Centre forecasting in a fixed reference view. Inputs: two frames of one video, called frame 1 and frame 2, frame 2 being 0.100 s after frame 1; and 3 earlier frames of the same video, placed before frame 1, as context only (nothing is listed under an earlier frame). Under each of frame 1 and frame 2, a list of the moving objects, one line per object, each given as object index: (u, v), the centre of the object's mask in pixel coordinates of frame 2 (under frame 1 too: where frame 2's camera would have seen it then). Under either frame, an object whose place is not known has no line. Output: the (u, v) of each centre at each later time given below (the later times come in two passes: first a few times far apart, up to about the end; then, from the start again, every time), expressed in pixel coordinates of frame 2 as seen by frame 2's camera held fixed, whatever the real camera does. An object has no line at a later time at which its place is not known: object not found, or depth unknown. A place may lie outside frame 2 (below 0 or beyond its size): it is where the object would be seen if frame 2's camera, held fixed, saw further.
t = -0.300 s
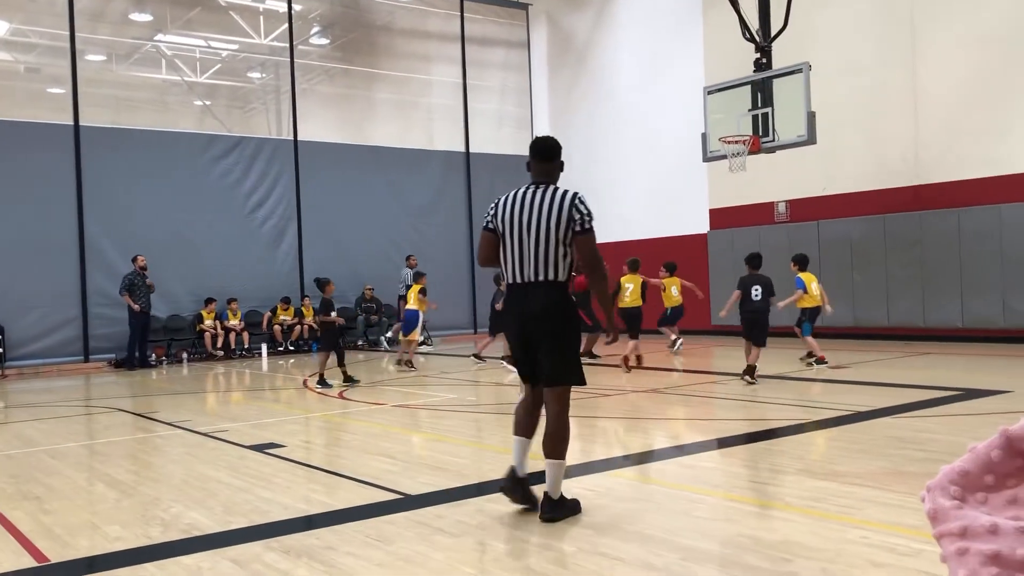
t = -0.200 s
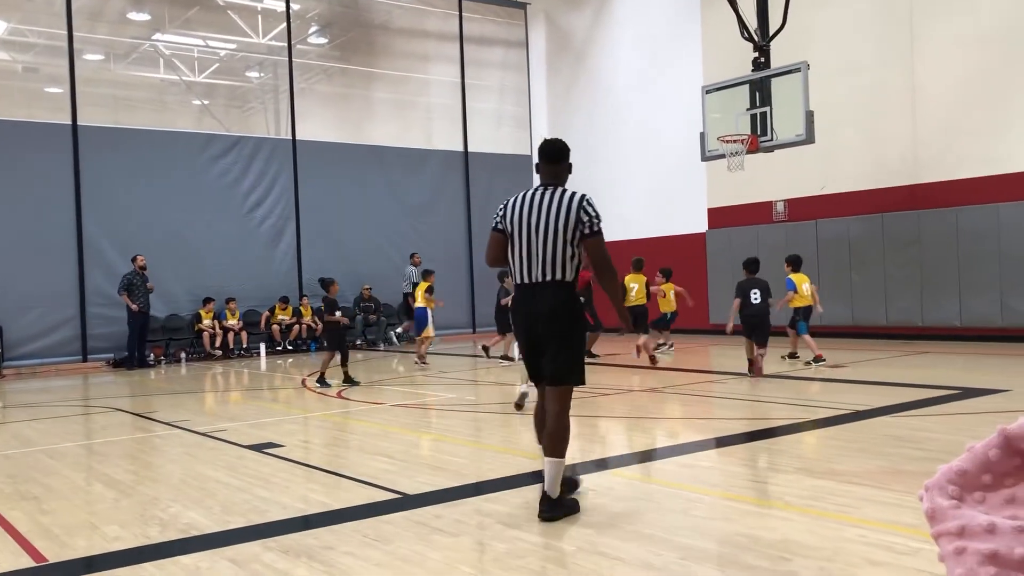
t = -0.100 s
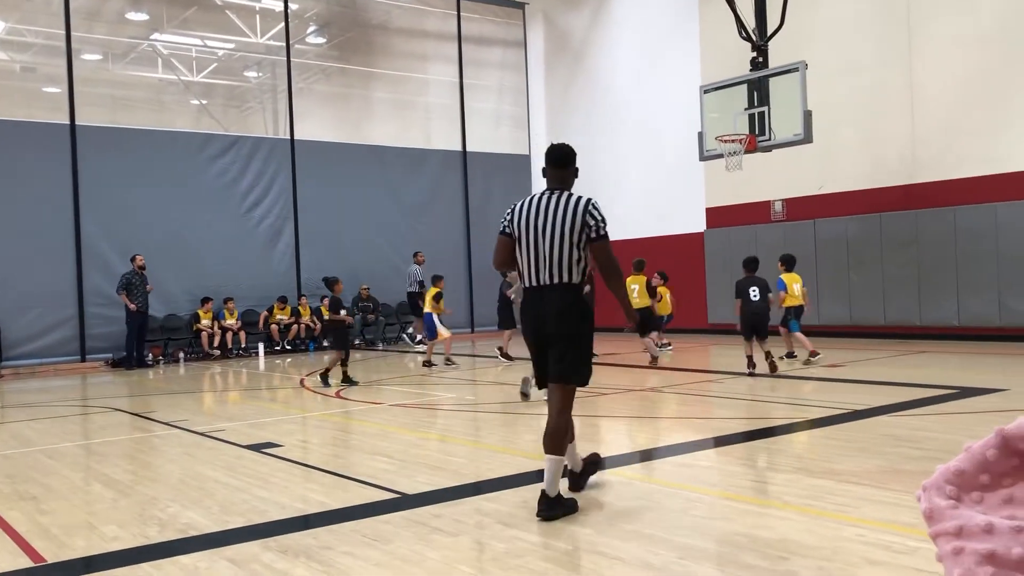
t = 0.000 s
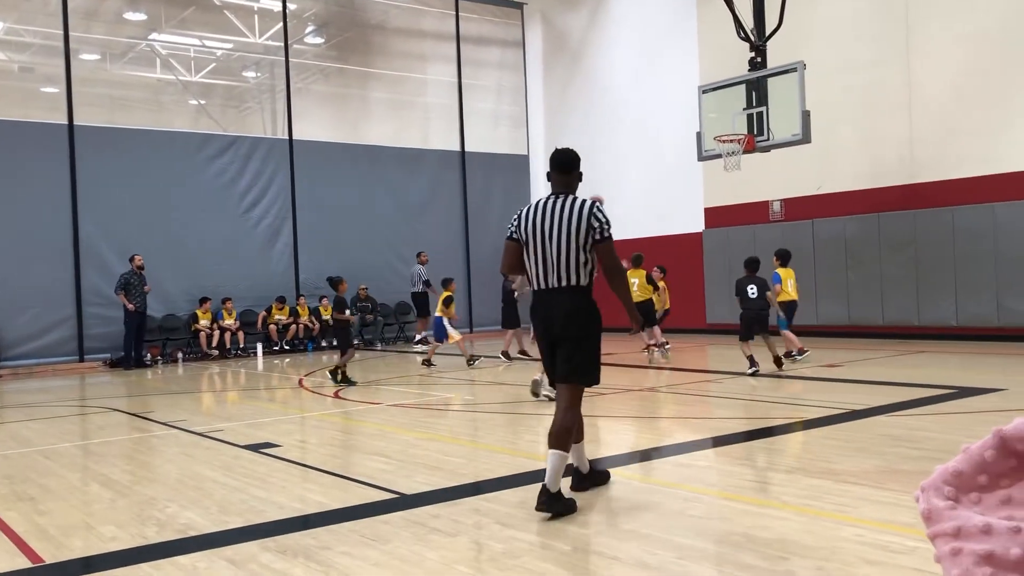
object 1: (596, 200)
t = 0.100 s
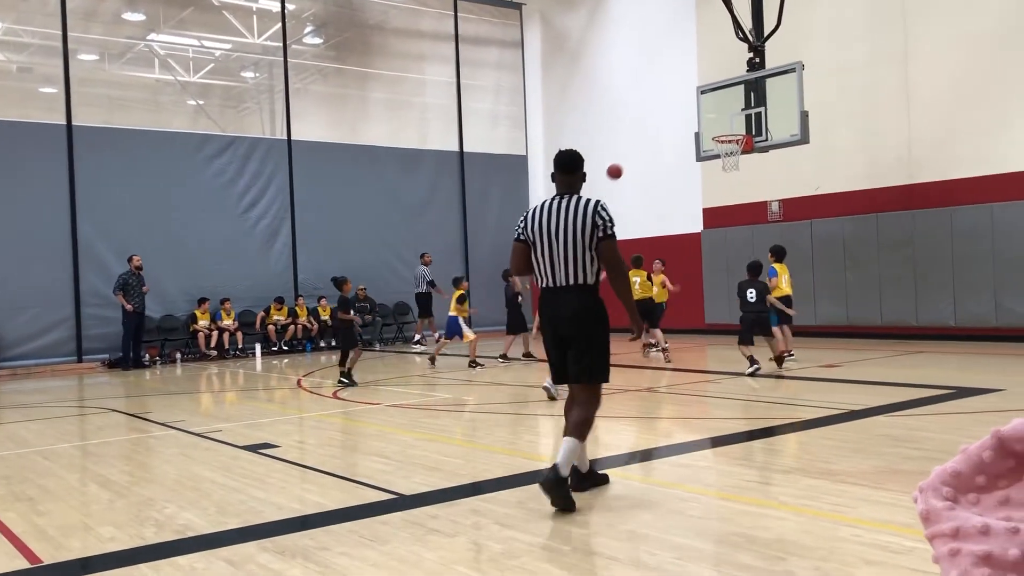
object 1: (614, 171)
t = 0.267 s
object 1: (650, 132)
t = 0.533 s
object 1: (708, 109)
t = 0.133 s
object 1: (621, 162)
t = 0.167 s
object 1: (629, 154)
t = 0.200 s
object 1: (636, 145)
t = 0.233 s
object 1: (643, 139)
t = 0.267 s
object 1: (650, 132)
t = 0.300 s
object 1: (657, 127)
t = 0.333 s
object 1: (664, 122)
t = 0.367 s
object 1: (671, 118)
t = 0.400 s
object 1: (678, 115)
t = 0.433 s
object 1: (686, 112)
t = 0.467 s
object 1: (693, 111)
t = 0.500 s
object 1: (700, 110)
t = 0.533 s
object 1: (708, 109)
